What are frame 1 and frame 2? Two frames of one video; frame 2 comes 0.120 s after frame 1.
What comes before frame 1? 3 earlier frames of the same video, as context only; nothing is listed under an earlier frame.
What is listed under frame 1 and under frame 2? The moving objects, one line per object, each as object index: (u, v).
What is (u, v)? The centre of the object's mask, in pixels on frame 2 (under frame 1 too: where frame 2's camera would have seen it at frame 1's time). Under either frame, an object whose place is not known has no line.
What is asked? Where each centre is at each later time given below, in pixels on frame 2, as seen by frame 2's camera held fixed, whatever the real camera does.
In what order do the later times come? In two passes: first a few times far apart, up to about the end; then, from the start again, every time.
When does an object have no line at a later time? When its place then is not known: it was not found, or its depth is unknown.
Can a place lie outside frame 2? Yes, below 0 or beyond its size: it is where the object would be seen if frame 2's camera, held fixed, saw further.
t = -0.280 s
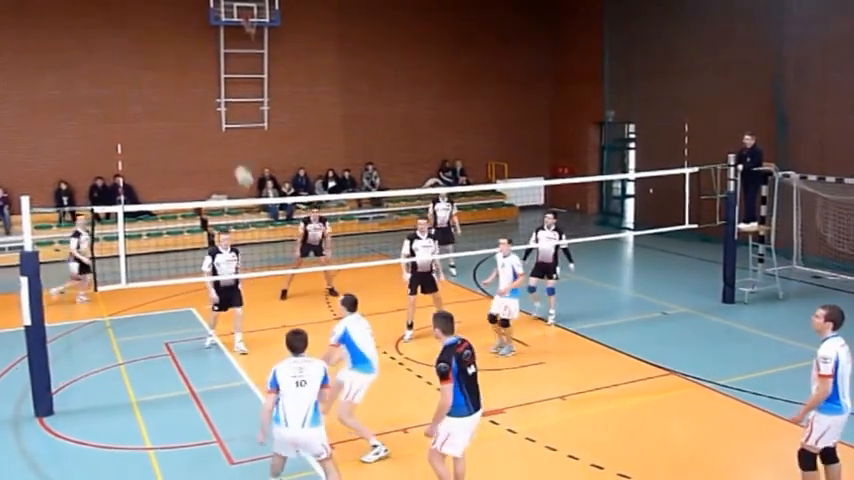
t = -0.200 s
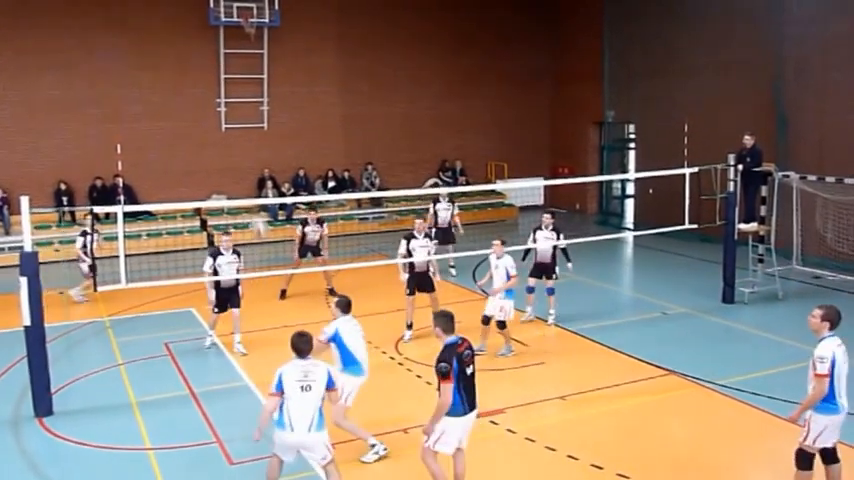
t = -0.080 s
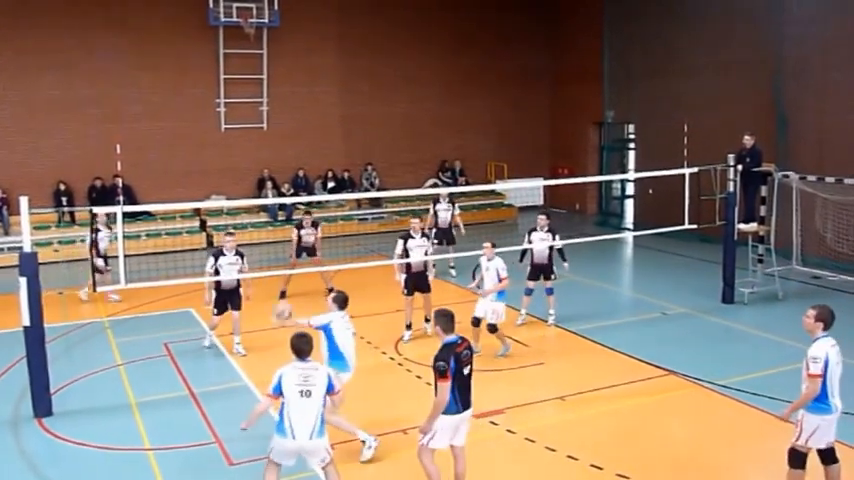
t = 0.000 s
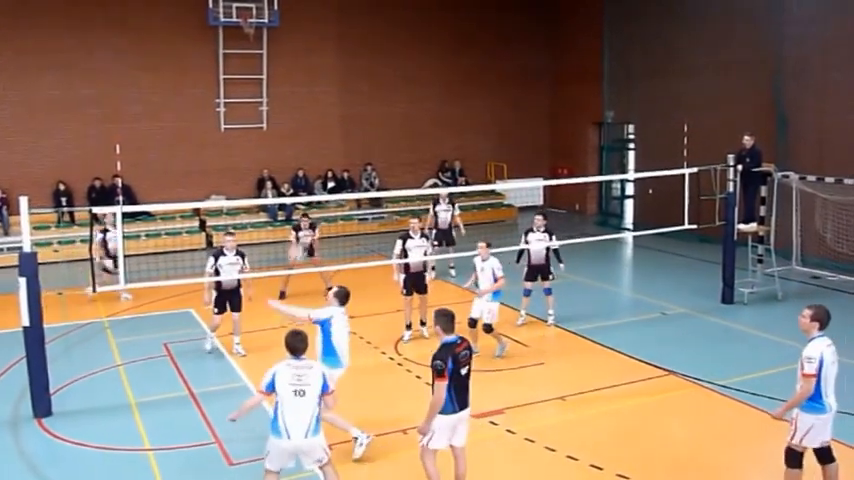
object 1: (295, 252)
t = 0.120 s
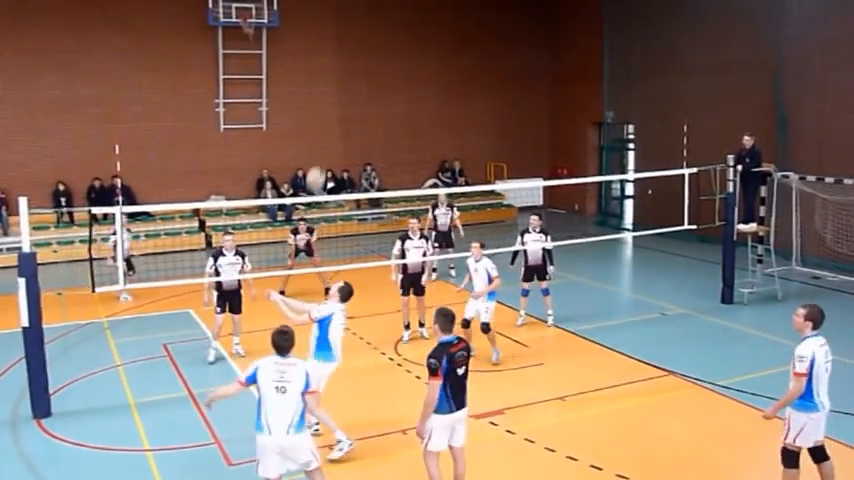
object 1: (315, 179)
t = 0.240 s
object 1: (336, 115)
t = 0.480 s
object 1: (379, 32)
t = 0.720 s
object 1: (423, 5)
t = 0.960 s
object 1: (466, 27)
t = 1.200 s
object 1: (506, 100)
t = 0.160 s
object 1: (322, 155)
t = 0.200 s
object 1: (329, 135)
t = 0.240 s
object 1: (336, 115)
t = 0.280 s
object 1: (343, 97)
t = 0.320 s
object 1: (350, 81)
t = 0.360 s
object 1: (357, 66)
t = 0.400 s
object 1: (364, 53)
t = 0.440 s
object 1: (372, 41)
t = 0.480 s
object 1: (379, 32)
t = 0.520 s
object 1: (386, 23)
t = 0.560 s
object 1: (393, 16)
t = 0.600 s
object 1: (401, 10)
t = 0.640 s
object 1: (408, 7)
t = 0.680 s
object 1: (416, 5)
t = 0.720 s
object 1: (423, 5)
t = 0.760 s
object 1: (430, 5)
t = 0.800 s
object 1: (438, 7)
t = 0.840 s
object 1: (445, 9)
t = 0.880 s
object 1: (452, 13)
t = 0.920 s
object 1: (459, 19)
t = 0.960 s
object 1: (466, 27)
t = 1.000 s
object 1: (473, 36)
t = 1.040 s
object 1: (481, 46)
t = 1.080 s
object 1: (487, 58)
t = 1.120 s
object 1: (494, 71)
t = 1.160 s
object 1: (500, 85)
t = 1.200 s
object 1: (506, 100)
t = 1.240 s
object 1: (513, 116)
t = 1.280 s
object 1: (518, 134)
